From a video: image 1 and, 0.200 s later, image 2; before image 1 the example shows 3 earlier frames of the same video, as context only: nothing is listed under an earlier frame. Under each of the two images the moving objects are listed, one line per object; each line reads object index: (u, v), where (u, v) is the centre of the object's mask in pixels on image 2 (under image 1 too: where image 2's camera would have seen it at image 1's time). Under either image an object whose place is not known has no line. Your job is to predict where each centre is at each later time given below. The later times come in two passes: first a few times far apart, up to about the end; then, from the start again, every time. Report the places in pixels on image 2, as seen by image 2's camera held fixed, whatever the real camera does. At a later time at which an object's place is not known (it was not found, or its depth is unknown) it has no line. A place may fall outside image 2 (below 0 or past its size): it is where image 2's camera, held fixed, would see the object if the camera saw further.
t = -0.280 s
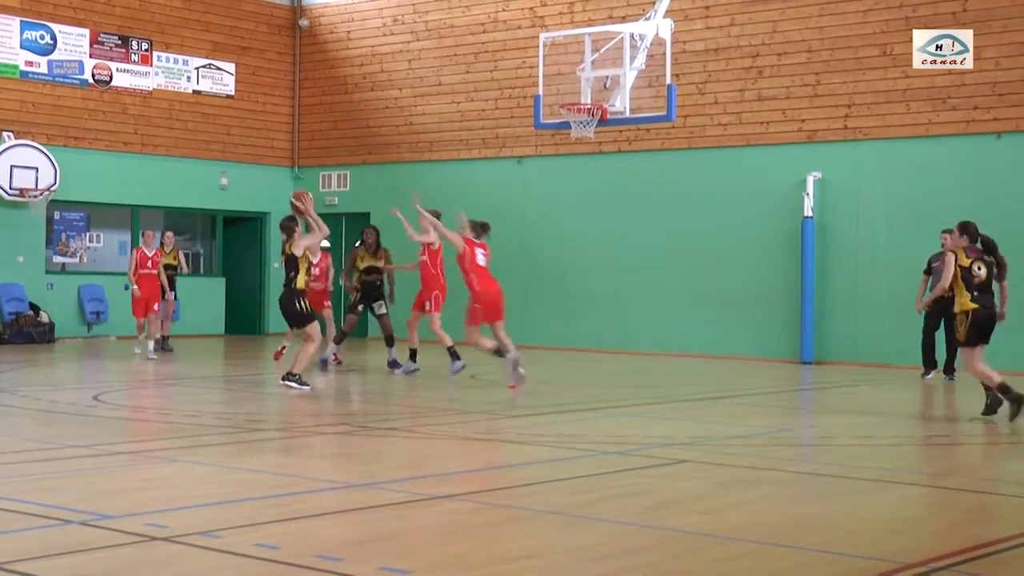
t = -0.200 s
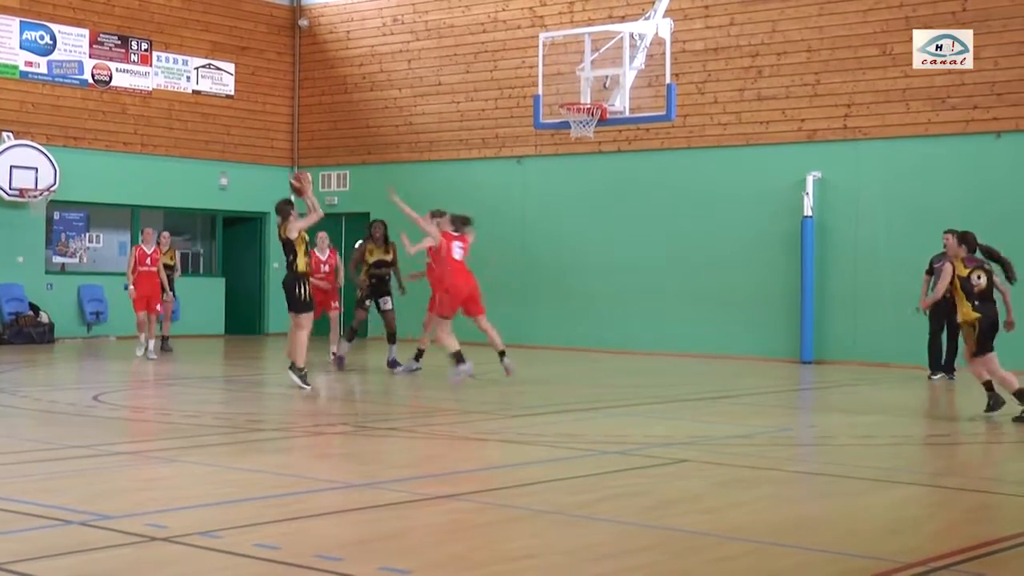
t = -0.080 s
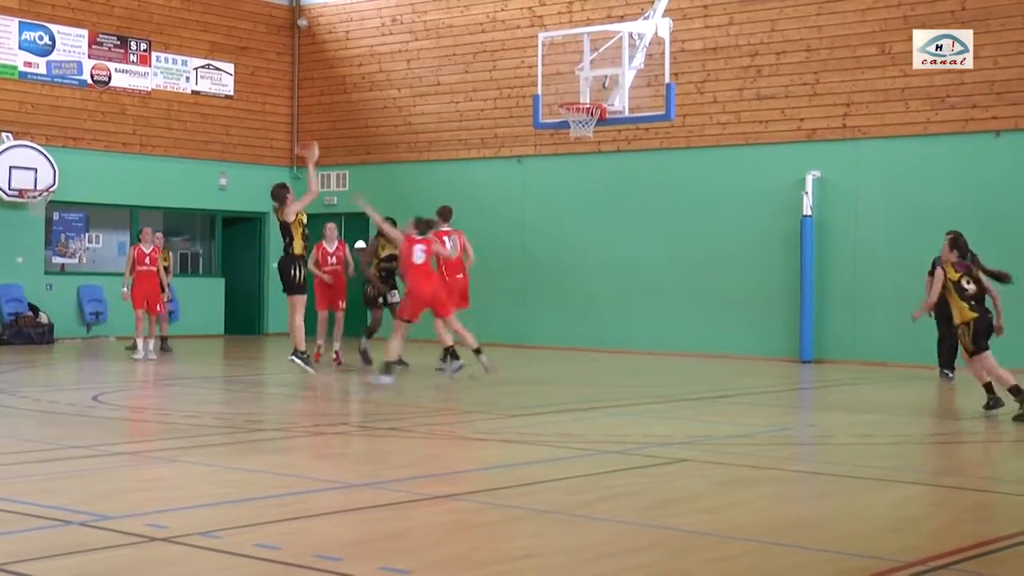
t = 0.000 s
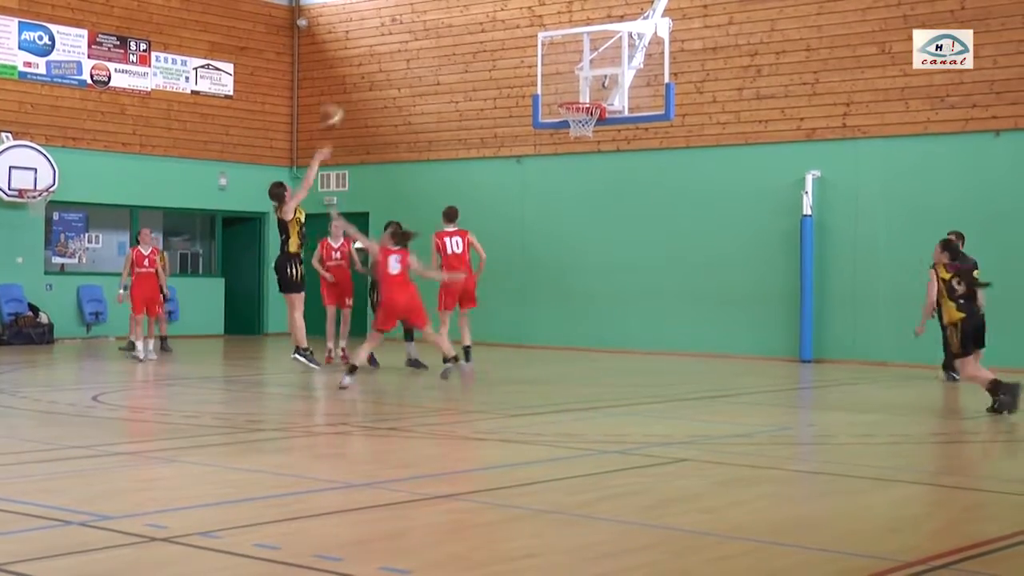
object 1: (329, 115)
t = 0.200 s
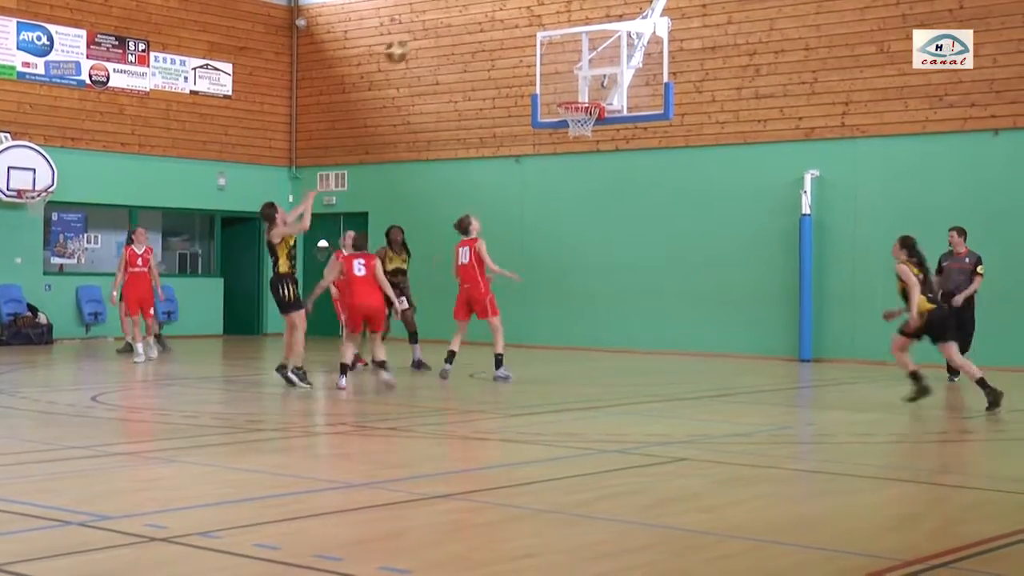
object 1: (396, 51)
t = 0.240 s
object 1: (409, 42)
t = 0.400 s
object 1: (457, 27)
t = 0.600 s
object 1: (516, 40)
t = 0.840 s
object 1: (581, 97)
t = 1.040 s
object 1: (579, 135)
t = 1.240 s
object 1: (582, 145)
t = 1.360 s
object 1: (581, 170)
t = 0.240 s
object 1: (409, 42)
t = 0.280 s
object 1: (421, 36)
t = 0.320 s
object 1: (433, 31)
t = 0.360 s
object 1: (445, 28)
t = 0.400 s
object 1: (457, 27)
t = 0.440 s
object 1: (470, 26)
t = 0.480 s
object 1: (482, 28)
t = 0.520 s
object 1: (494, 30)
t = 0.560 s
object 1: (505, 35)
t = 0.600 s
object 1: (516, 40)
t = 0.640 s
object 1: (528, 47)
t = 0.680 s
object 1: (540, 54)
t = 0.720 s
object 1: (549, 64)
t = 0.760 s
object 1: (559, 74)
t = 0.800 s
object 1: (571, 87)
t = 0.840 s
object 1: (581, 97)
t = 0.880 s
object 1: (580, 106)
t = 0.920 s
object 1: (574, 117)
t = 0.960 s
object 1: (577, 121)
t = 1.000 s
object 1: (579, 123)
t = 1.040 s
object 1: (579, 135)
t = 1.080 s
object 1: (582, 136)
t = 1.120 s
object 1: (584, 136)
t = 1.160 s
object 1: (583, 137)
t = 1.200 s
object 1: (583, 140)
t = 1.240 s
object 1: (582, 145)
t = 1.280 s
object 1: (582, 152)
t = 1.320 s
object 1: (582, 161)
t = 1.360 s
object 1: (581, 170)
